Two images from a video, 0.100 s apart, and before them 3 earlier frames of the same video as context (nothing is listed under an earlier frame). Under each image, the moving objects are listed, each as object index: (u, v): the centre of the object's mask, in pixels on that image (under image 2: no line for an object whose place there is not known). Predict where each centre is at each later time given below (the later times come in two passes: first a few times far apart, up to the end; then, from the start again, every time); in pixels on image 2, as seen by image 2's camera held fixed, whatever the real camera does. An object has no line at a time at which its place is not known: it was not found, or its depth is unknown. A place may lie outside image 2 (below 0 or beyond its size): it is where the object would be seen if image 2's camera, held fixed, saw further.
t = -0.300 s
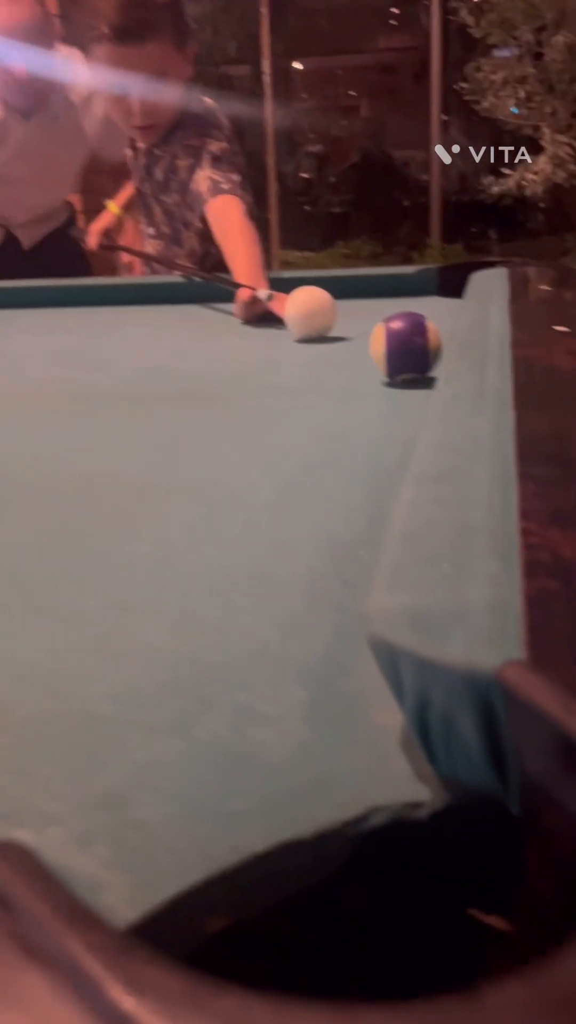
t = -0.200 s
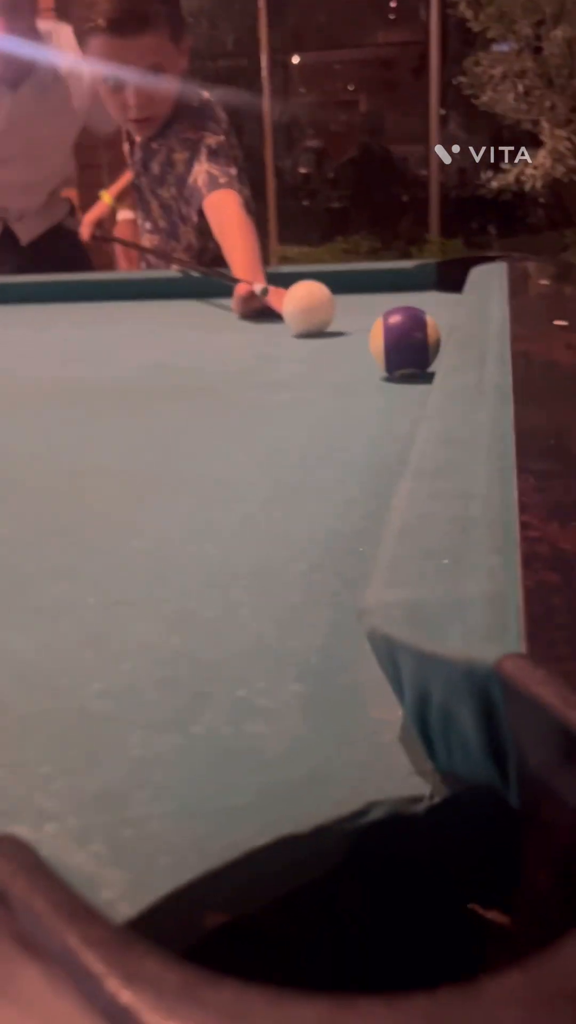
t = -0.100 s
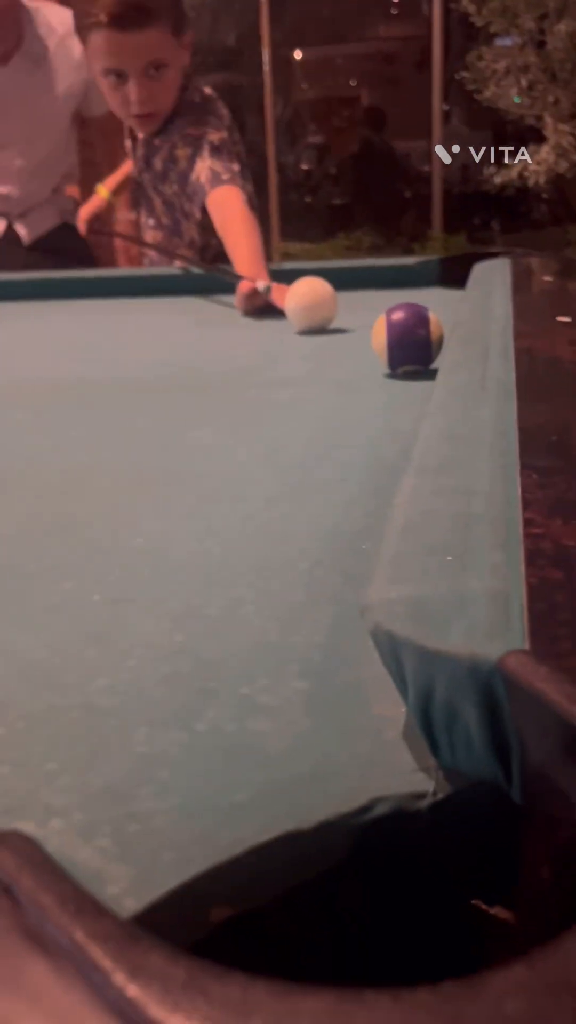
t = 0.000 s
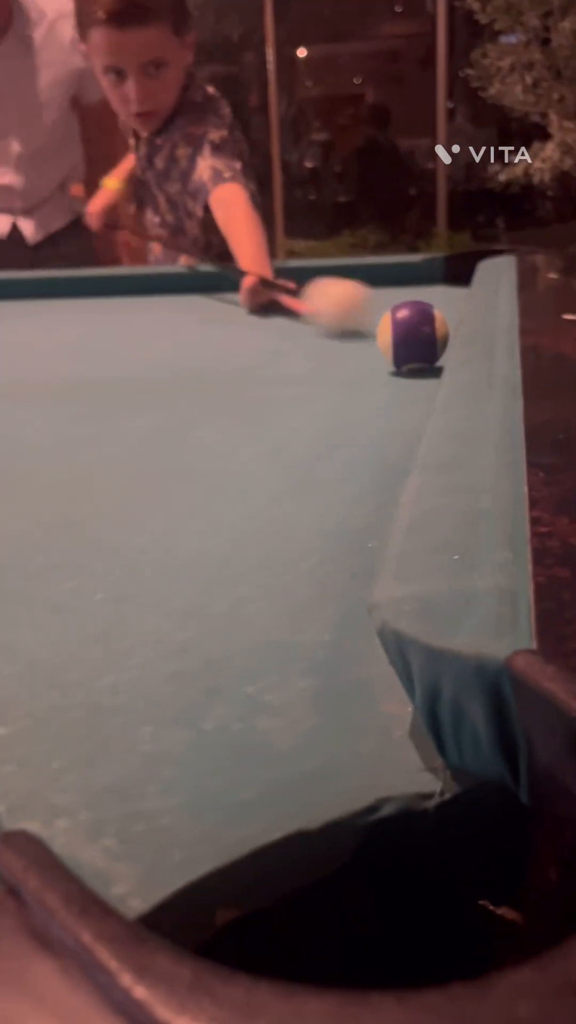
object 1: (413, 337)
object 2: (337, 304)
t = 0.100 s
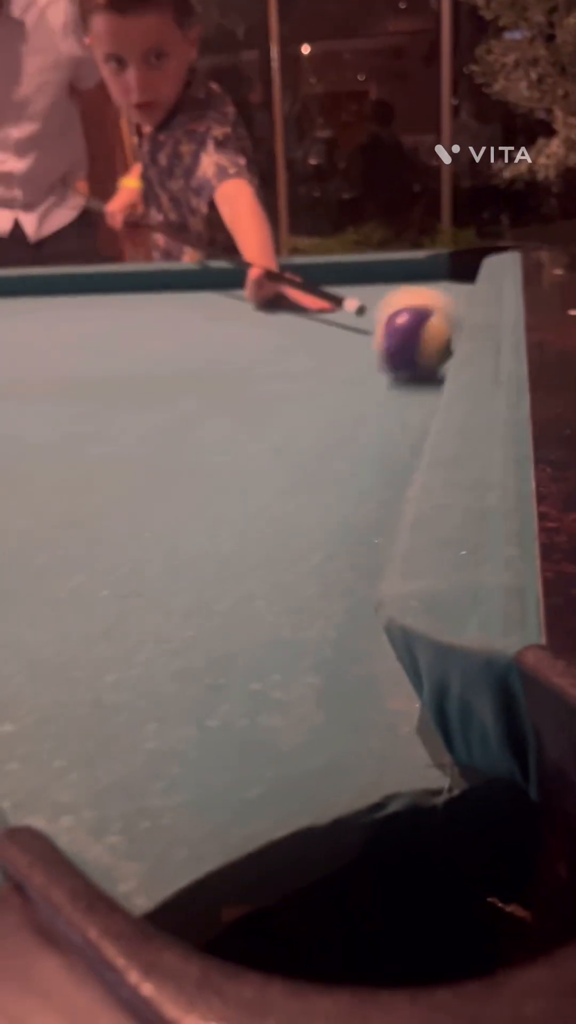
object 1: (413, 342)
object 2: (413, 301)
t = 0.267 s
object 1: (374, 421)
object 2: (286, 318)
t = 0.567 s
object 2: (97, 314)
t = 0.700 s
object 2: (26, 313)
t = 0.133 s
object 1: (406, 357)
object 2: (382, 307)
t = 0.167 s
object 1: (399, 372)
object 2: (359, 316)
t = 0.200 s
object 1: (392, 385)
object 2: (335, 320)
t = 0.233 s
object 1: (383, 404)
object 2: (309, 318)
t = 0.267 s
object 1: (374, 421)
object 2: (286, 318)
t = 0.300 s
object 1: (364, 447)
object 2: (262, 318)
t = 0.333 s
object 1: (351, 469)
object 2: (239, 317)
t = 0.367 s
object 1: (335, 501)
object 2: (218, 317)
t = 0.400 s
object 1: (319, 536)
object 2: (196, 317)
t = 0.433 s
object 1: (297, 587)
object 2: (175, 315)
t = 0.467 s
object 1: (262, 631)
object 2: (154, 315)
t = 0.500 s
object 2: (135, 315)
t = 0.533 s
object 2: (116, 315)
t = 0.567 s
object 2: (97, 314)
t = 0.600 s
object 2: (79, 314)
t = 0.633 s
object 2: (62, 314)
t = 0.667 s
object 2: (44, 313)
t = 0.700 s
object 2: (26, 313)
